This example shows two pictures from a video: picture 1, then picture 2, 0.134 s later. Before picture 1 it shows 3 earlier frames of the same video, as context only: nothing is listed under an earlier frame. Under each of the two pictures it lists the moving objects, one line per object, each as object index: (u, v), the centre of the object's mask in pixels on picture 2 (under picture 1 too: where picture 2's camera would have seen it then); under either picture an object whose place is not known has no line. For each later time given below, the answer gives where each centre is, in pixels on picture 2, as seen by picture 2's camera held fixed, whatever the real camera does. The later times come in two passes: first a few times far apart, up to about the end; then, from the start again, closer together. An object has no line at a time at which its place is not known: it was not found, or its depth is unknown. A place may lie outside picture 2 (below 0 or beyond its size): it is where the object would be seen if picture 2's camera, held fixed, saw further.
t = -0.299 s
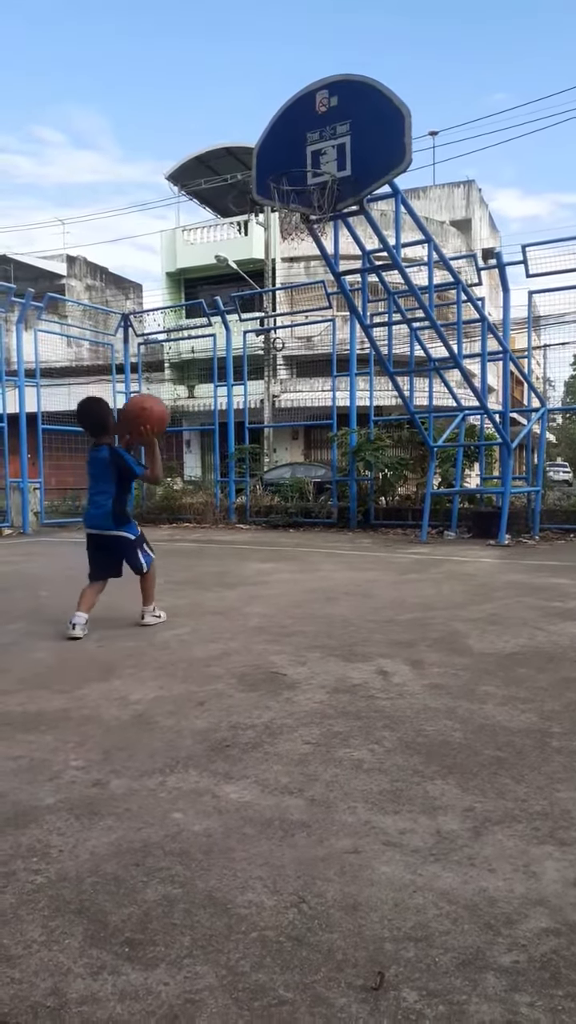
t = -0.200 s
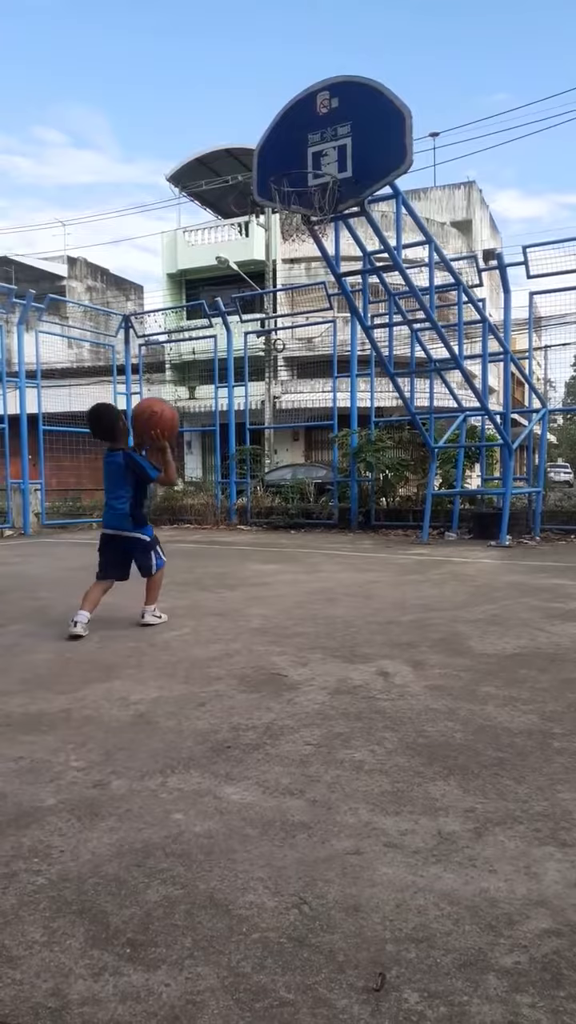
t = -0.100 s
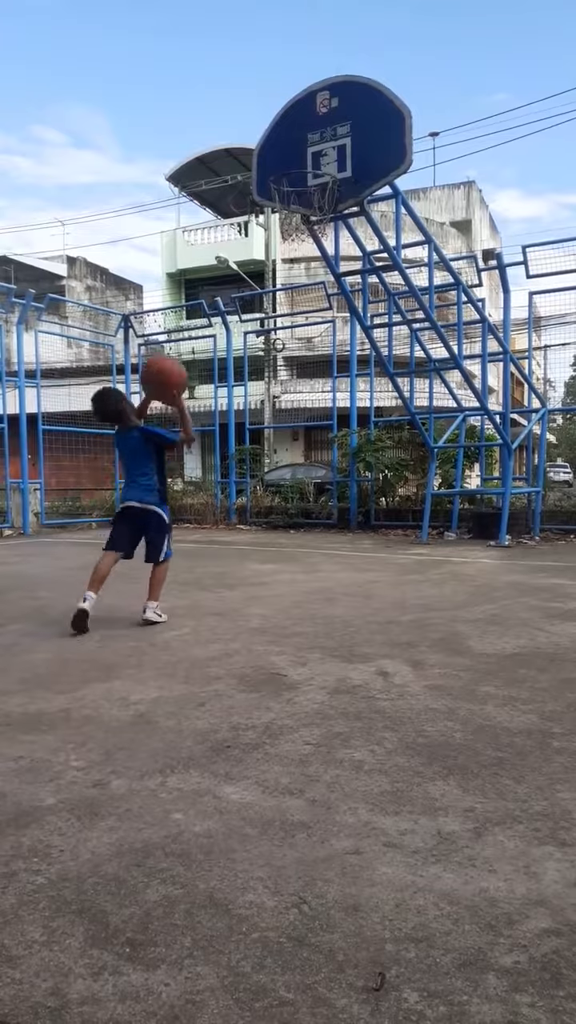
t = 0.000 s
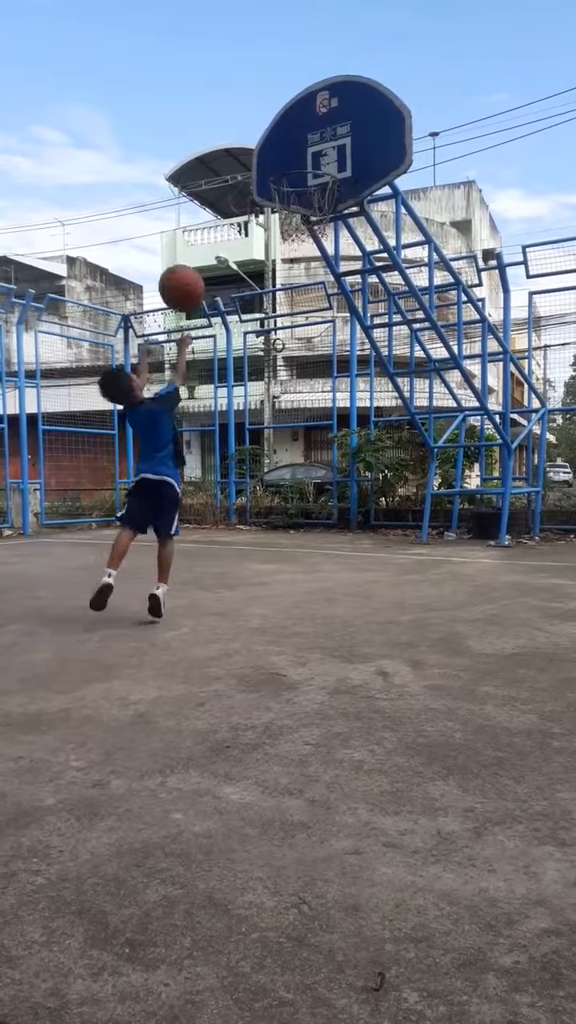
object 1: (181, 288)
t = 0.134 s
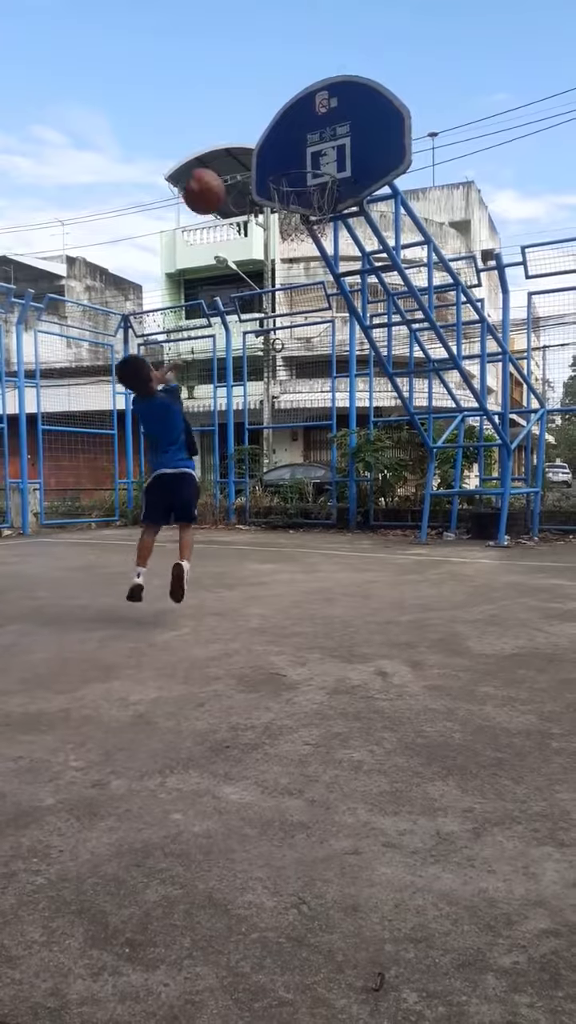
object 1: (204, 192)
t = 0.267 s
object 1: (224, 135)
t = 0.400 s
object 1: (242, 116)
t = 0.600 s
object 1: (266, 134)
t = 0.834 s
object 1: (299, 178)
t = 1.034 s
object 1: (329, 205)
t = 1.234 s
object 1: (318, 230)
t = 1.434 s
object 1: (305, 313)
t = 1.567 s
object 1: (295, 398)
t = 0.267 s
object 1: (224, 135)
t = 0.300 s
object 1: (228, 129)
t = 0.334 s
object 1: (233, 123)
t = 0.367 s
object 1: (238, 118)
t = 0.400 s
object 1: (242, 116)
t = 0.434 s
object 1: (246, 115)
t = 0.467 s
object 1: (250, 116)
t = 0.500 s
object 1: (255, 119)
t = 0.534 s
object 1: (258, 123)
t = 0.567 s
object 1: (263, 128)
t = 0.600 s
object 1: (266, 134)
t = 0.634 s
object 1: (270, 142)
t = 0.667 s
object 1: (275, 151)
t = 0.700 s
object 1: (278, 161)
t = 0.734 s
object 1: (282, 164)
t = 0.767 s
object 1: (287, 169)
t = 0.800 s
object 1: (293, 173)
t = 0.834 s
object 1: (299, 178)
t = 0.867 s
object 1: (306, 183)
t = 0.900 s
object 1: (312, 185)
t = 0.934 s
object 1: (316, 186)
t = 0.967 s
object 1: (322, 192)
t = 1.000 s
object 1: (326, 200)
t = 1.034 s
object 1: (329, 205)
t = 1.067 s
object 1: (329, 206)
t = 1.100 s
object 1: (327, 209)
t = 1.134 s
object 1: (324, 212)
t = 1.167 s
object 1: (322, 217)
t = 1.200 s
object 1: (321, 222)
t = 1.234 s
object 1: (318, 230)
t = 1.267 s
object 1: (316, 241)
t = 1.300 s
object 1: (314, 252)
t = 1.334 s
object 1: (312, 265)
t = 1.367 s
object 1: (309, 280)
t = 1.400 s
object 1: (306, 296)
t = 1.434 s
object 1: (305, 313)
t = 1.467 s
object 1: (302, 332)
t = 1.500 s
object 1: (300, 352)
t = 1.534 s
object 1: (298, 374)
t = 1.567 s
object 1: (295, 398)
